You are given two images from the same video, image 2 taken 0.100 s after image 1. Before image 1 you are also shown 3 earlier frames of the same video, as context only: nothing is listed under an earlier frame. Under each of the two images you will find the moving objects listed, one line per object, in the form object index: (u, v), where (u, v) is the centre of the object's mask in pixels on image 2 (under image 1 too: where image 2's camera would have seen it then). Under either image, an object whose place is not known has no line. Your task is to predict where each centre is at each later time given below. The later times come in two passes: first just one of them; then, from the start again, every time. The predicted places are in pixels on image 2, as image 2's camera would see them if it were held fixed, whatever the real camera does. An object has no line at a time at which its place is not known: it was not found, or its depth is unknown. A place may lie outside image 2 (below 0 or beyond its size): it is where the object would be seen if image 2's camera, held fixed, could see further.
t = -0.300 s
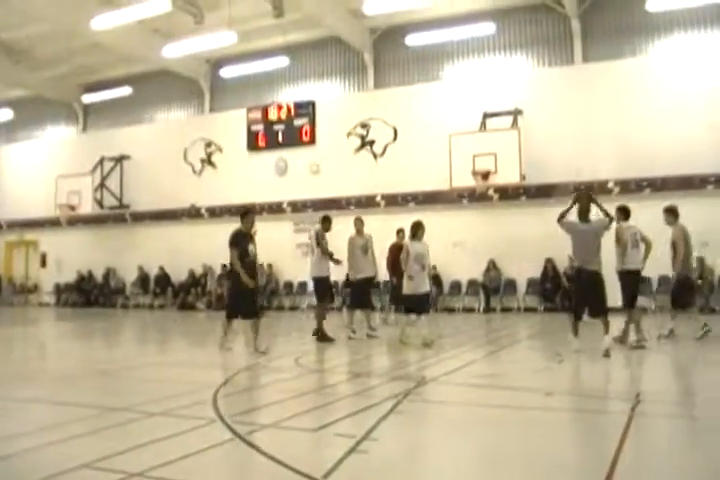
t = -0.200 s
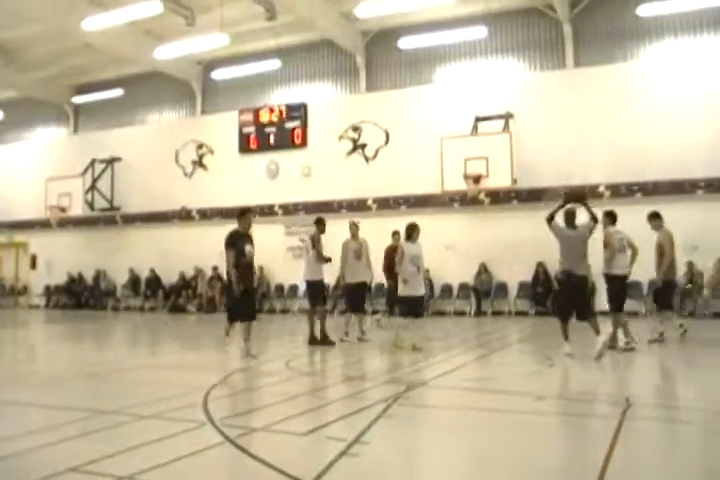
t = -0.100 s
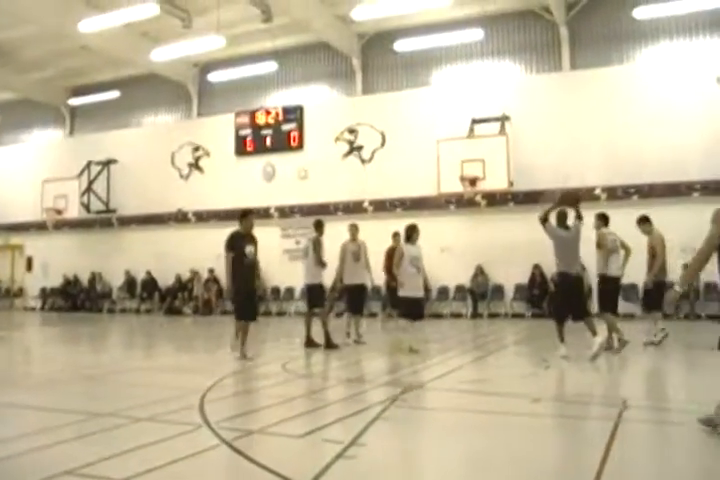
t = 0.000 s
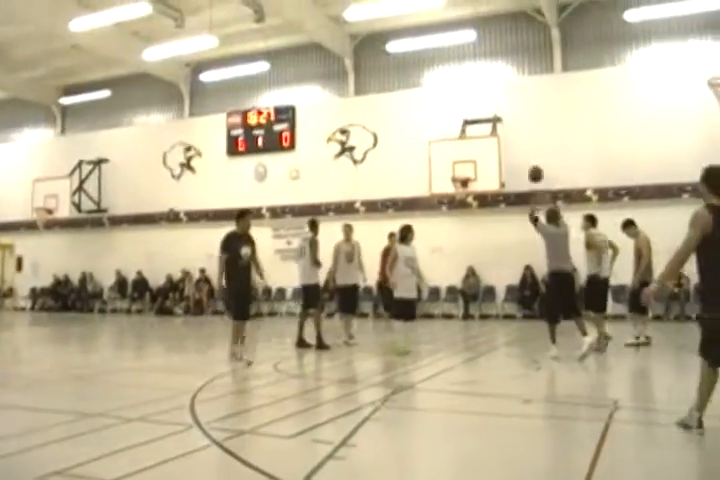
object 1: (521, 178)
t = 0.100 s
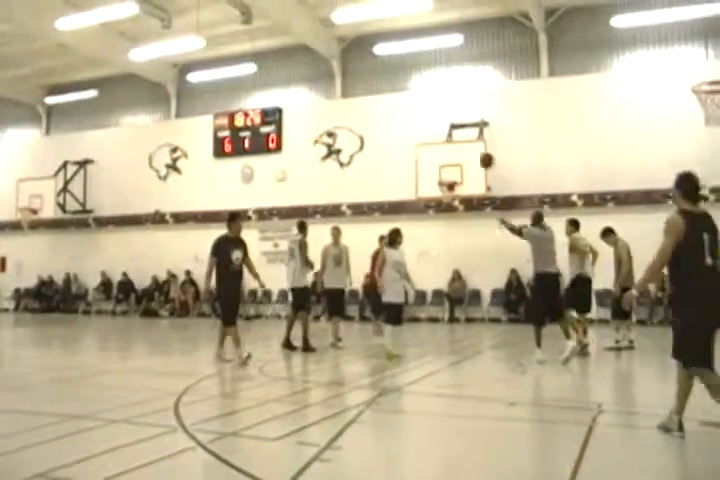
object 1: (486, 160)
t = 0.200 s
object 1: (455, 151)
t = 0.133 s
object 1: (475, 156)
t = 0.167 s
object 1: (465, 153)
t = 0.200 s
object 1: (455, 151)
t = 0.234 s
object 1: (446, 149)
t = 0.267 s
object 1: (438, 148)
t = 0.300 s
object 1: (429, 149)
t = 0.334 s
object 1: (421, 149)
